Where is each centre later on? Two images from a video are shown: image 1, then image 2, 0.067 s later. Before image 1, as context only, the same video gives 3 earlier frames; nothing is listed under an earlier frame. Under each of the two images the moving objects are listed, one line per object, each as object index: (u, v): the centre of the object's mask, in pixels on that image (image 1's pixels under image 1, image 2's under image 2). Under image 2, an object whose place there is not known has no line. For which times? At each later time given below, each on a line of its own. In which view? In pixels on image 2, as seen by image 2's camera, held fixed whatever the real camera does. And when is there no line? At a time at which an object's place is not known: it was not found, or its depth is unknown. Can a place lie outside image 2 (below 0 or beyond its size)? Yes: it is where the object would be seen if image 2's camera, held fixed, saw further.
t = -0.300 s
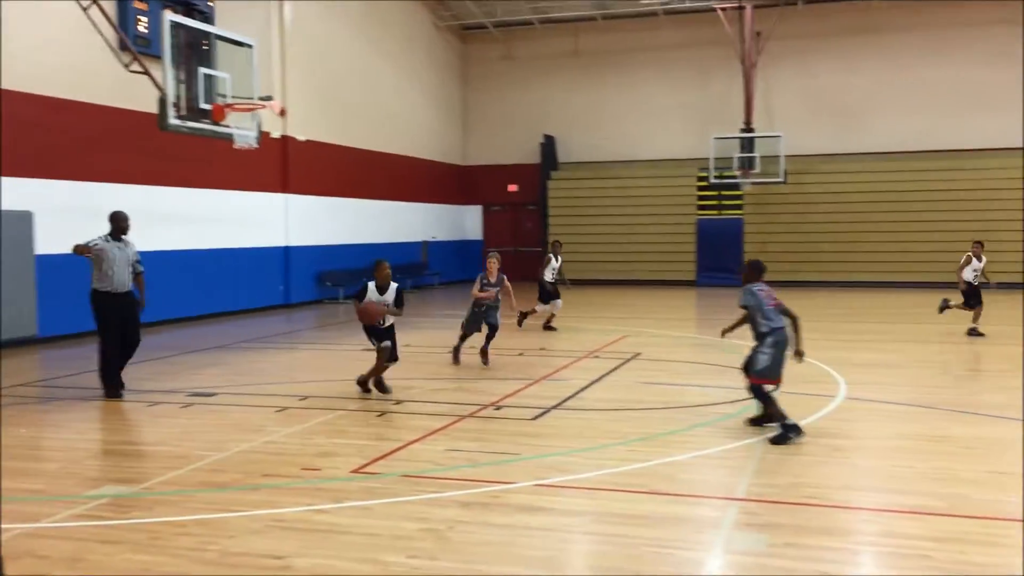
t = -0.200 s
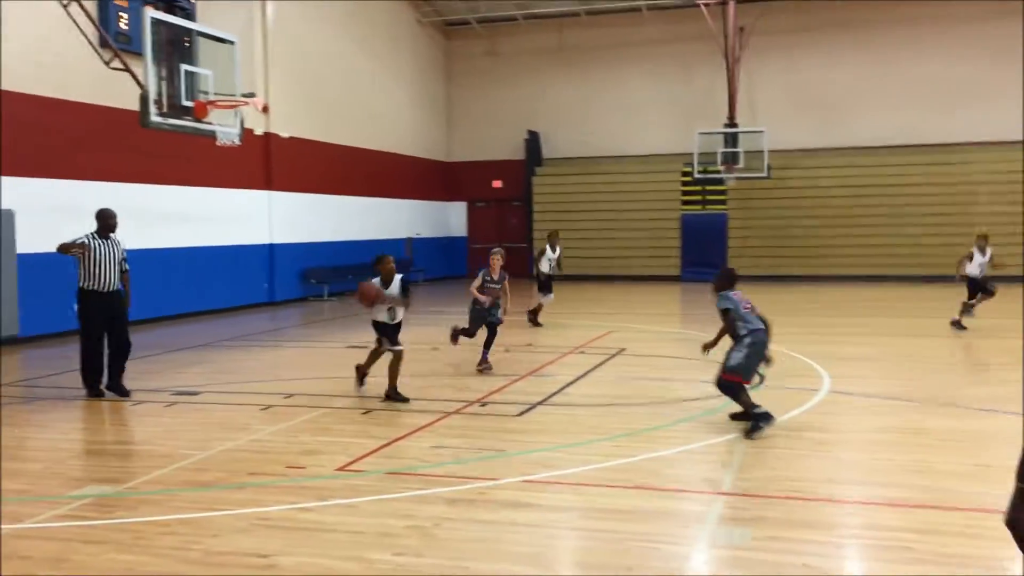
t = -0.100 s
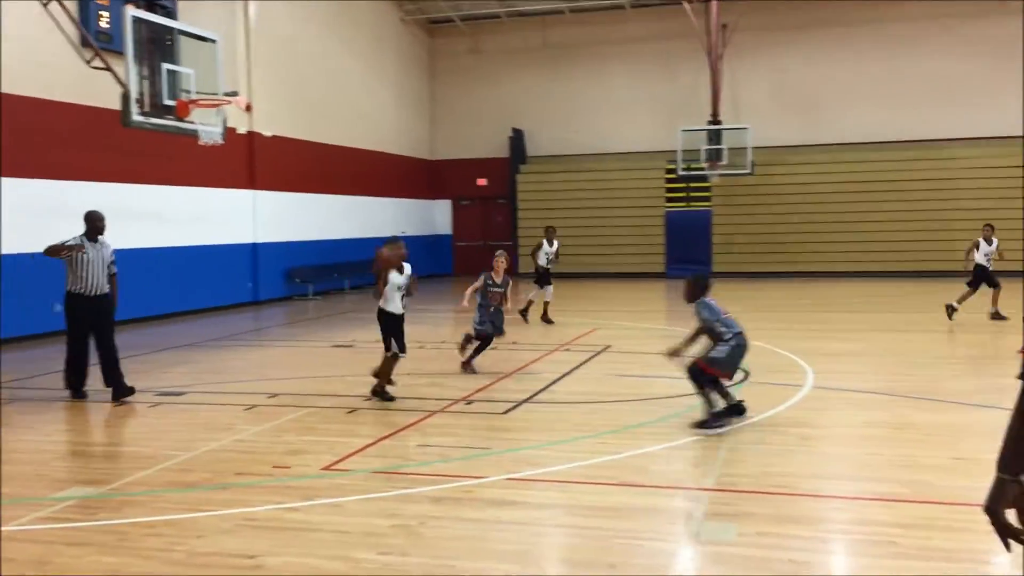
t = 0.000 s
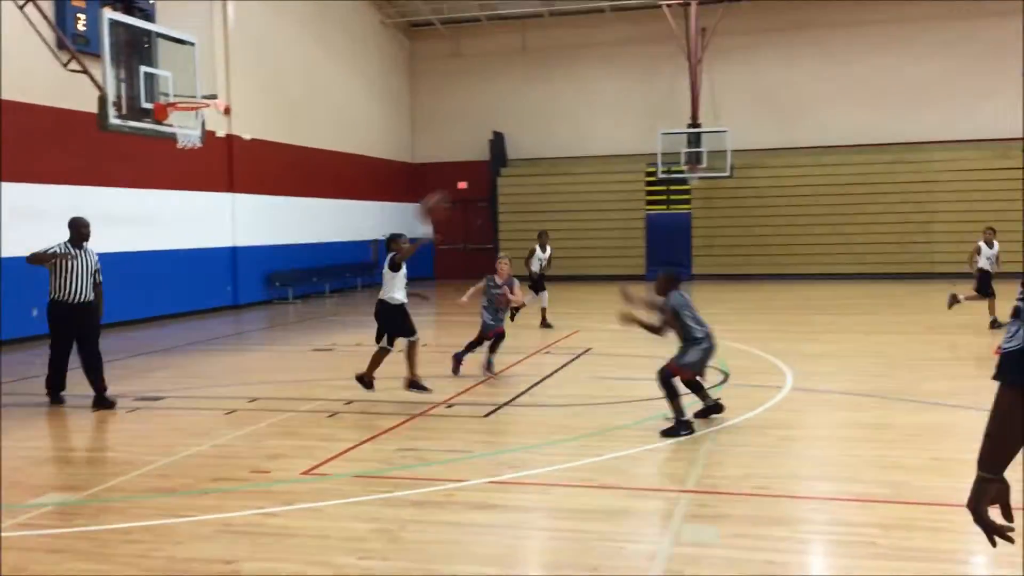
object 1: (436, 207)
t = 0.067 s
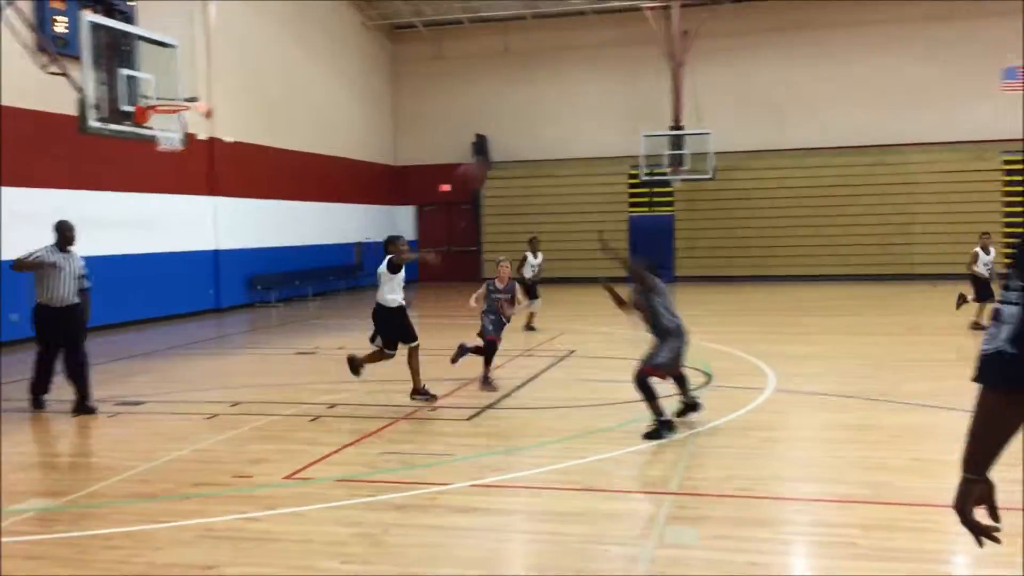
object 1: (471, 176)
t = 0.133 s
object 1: (530, 143)
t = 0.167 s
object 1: (566, 126)
